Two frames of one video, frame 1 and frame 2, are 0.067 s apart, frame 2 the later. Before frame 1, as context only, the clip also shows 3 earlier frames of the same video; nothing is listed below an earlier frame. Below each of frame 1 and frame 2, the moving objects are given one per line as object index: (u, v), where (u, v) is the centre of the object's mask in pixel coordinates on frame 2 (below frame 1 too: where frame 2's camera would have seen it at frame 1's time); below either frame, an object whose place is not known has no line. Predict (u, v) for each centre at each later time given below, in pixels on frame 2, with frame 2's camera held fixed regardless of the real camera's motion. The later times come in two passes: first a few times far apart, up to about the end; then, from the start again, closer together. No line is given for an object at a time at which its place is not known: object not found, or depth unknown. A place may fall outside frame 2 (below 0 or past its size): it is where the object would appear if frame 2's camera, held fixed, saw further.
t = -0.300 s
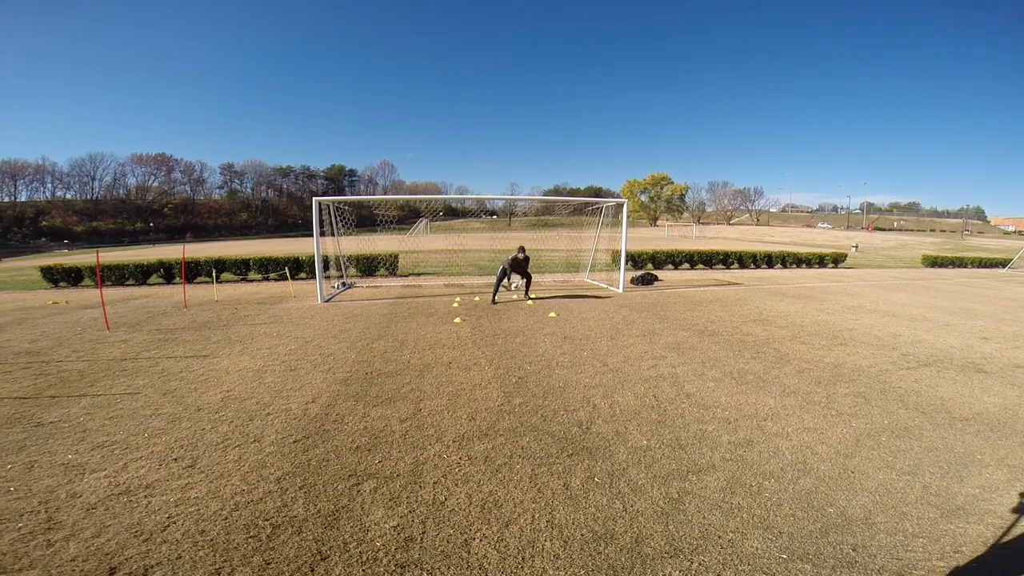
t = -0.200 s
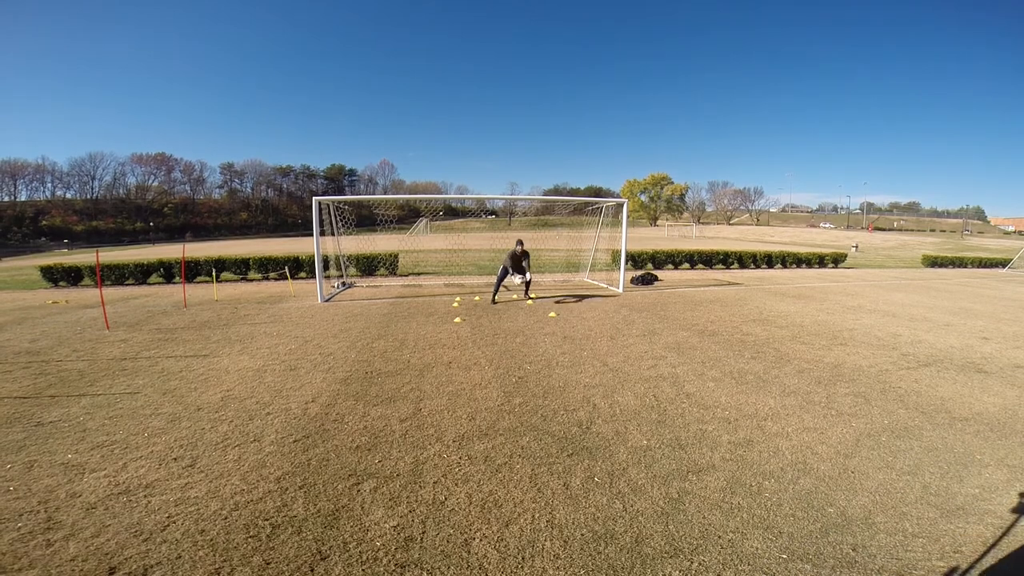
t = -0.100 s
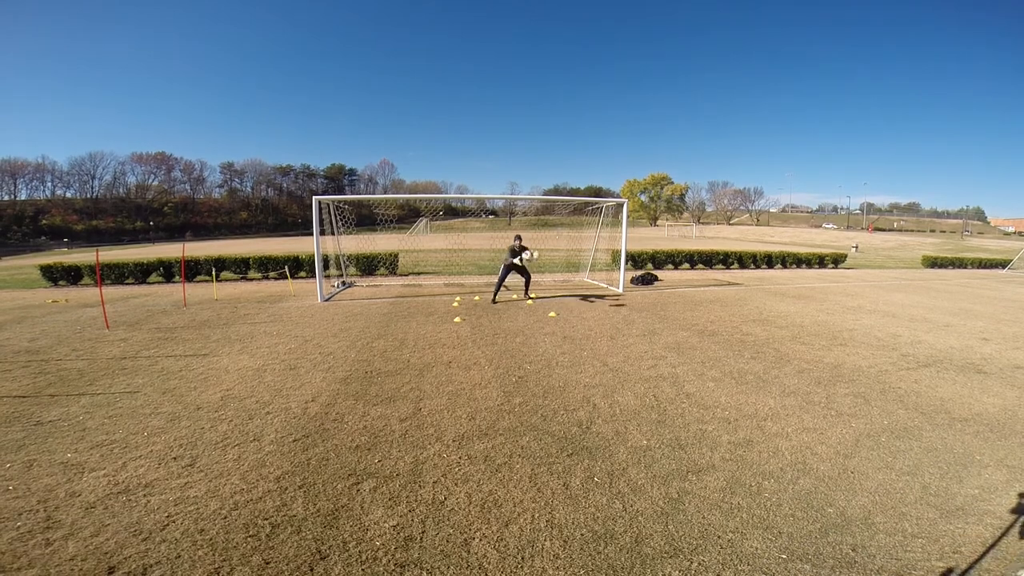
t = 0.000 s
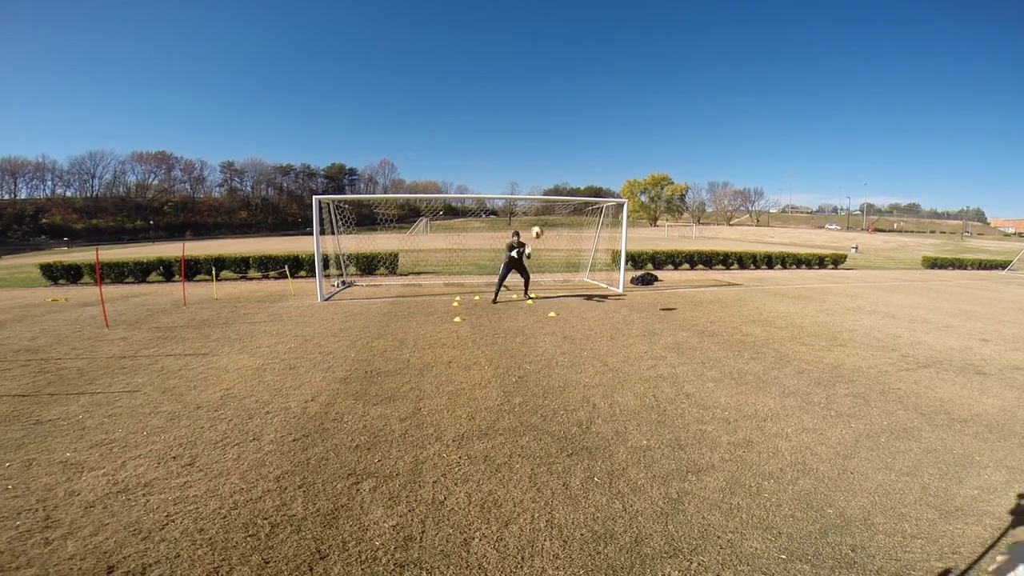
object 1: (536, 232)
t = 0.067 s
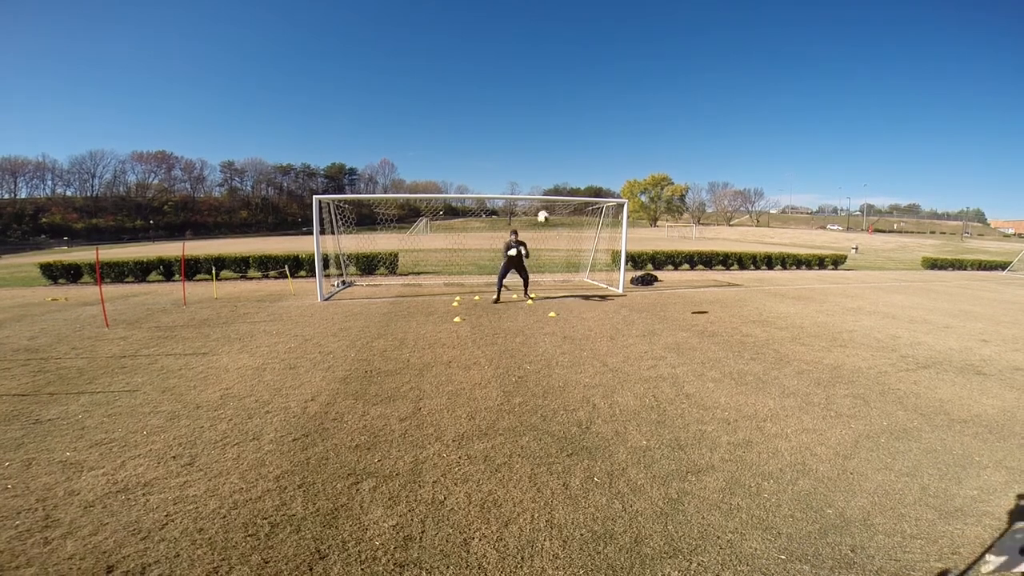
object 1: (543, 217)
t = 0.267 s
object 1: (575, 174)
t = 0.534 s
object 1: (655, 134)
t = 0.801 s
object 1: (943, 199)
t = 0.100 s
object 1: (547, 209)
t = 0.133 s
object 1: (551, 201)
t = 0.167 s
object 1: (557, 194)
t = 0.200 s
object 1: (562, 186)
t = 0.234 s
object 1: (568, 180)
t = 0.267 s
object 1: (575, 174)
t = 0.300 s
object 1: (581, 167)
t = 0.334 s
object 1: (589, 161)
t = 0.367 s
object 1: (596, 155)
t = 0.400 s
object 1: (606, 150)
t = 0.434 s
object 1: (616, 145)
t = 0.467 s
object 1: (627, 141)
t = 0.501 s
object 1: (641, 137)
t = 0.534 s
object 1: (655, 134)
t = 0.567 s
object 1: (672, 133)
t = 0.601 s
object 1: (693, 132)
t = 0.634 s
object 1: (717, 134)
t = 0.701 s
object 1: (780, 143)
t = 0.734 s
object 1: (823, 154)
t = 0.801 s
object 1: (943, 199)
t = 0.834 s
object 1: (1003, 237)
